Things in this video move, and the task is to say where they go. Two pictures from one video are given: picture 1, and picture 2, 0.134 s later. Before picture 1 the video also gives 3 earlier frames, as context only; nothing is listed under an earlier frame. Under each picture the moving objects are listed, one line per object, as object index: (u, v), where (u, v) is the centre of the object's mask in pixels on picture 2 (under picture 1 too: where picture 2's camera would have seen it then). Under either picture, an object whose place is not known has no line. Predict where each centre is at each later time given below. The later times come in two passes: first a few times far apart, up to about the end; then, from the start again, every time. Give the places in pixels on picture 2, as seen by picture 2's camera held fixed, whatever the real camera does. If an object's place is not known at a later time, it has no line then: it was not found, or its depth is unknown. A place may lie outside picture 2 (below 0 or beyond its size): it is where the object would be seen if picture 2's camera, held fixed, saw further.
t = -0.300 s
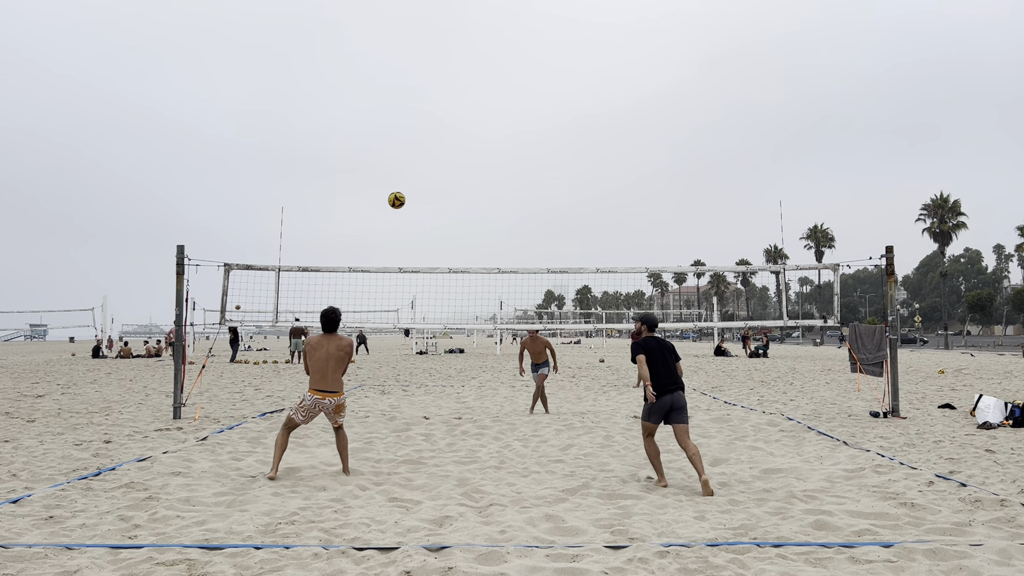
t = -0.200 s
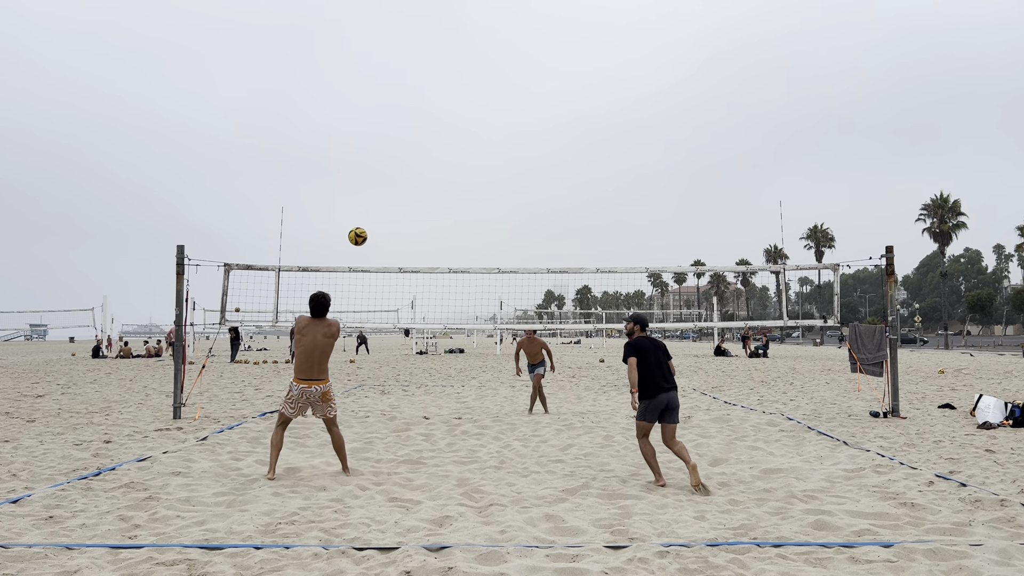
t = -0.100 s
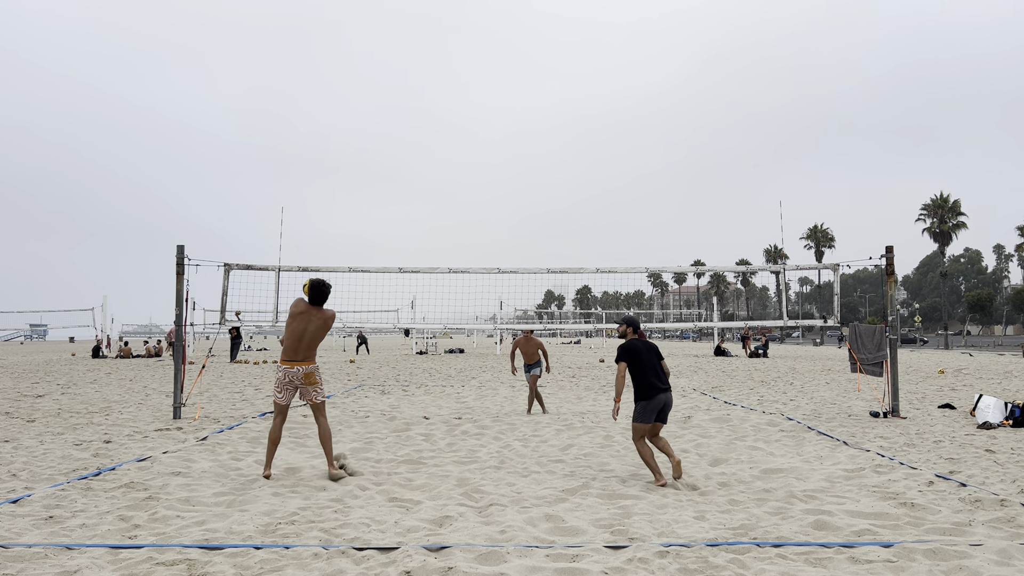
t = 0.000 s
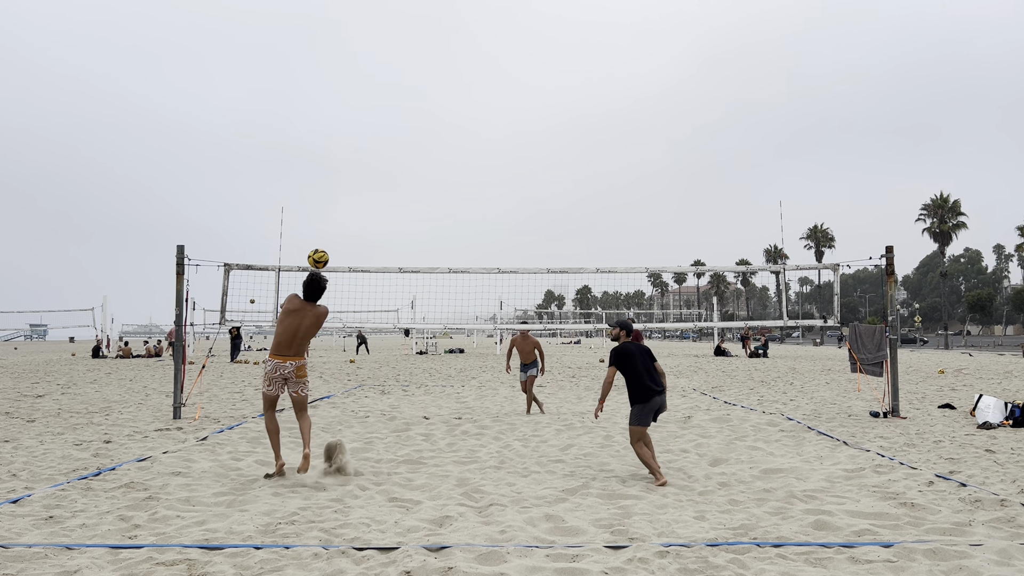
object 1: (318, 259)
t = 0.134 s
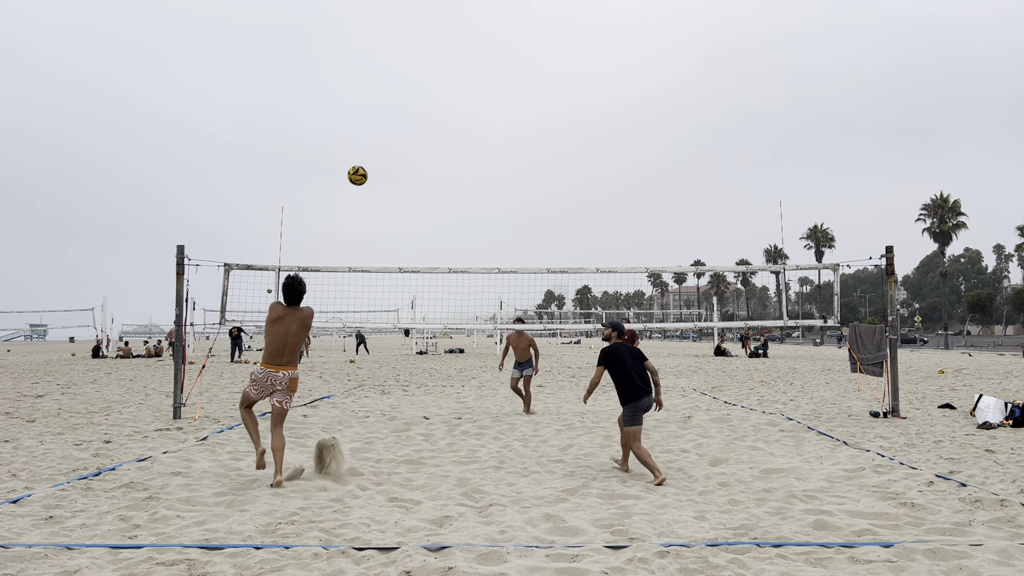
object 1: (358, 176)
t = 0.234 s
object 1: (385, 128)
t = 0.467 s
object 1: (444, 62)
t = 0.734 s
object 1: (504, 47)
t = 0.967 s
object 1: (550, 80)
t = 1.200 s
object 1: (593, 150)
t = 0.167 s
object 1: (367, 158)
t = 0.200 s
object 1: (376, 143)
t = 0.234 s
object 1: (385, 128)
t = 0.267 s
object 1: (394, 115)
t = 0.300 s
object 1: (403, 104)
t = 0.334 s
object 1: (411, 93)
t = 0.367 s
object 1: (420, 83)
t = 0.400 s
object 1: (428, 75)
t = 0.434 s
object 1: (436, 68)
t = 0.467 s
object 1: (444, 62)
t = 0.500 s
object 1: (452, 57)
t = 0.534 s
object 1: (460, 52)
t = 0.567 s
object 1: (467, 49)
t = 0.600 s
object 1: (475, 47)
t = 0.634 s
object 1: (482, 46)
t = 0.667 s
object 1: (489, 45)
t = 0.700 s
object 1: (496, 46)
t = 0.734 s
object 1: (504, 47)
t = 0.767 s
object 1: (511, 49)
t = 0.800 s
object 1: (518, 52)
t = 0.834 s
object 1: (524, 56)
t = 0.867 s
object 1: (531, 61)
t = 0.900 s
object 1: (538, 66)
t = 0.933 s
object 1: (544, 72)
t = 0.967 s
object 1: (550, 80)
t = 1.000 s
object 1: (557, 88)
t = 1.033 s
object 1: (563, 96)
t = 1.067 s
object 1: (569, 105)
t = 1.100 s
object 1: (575, 116)
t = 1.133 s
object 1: (581, 126)
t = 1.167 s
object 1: (587, 138)
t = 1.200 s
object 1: (593, 150)
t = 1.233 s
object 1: (598, 162)
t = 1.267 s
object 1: (604, 176)
